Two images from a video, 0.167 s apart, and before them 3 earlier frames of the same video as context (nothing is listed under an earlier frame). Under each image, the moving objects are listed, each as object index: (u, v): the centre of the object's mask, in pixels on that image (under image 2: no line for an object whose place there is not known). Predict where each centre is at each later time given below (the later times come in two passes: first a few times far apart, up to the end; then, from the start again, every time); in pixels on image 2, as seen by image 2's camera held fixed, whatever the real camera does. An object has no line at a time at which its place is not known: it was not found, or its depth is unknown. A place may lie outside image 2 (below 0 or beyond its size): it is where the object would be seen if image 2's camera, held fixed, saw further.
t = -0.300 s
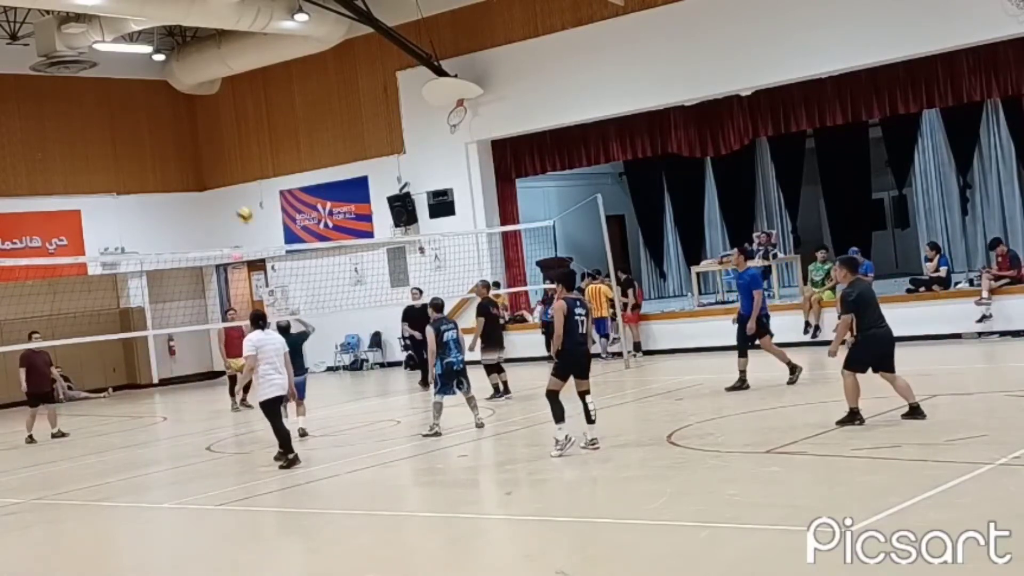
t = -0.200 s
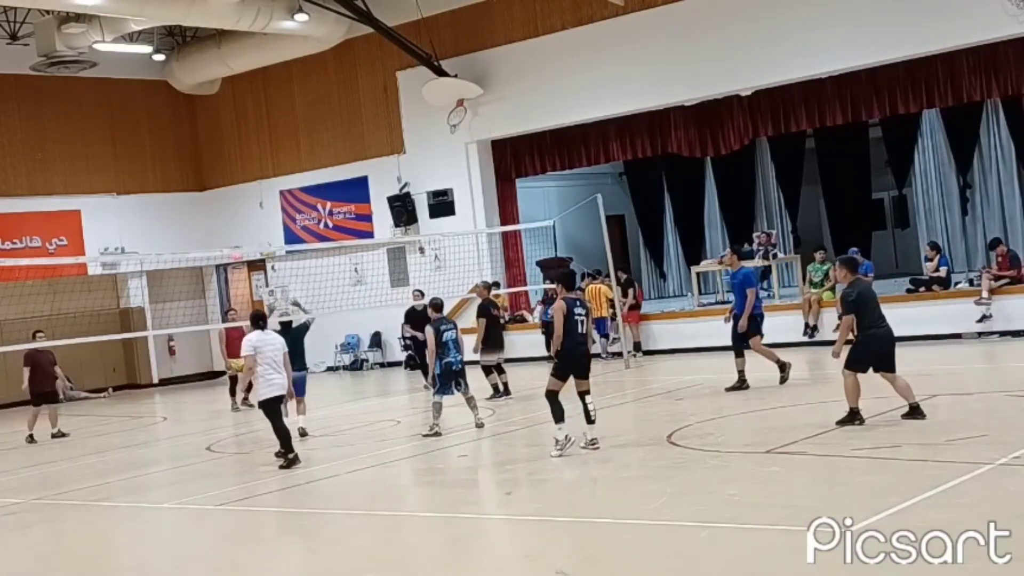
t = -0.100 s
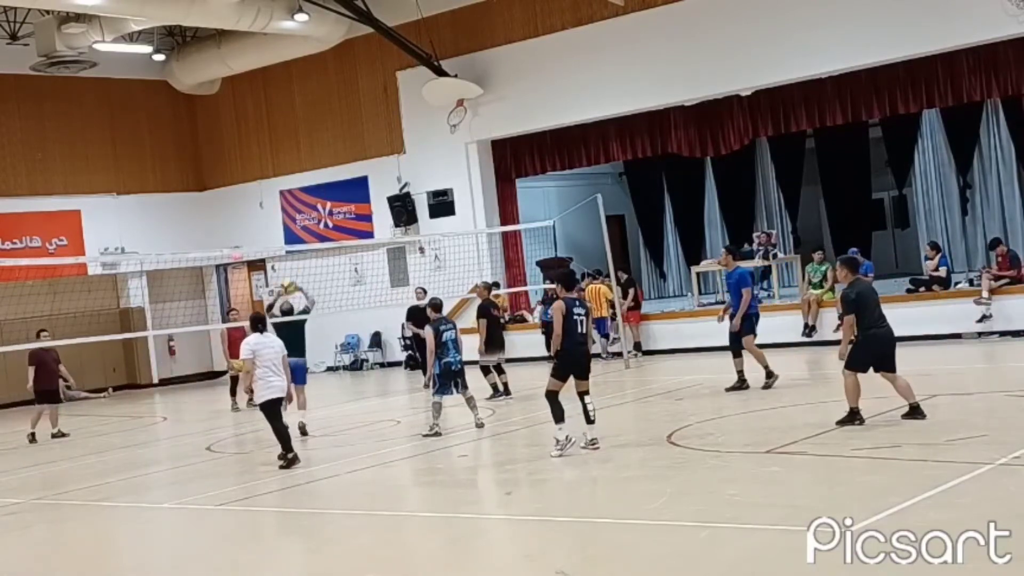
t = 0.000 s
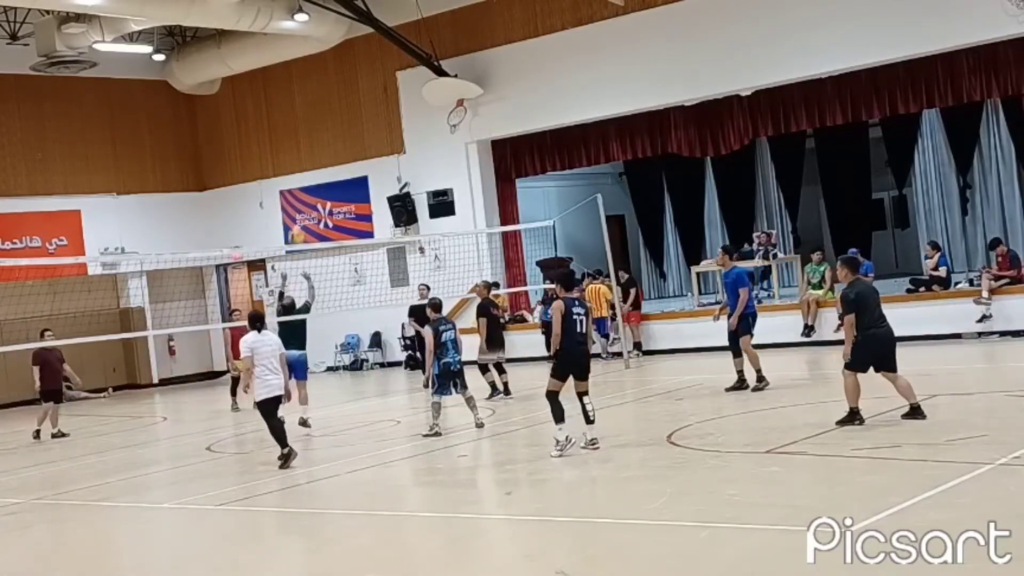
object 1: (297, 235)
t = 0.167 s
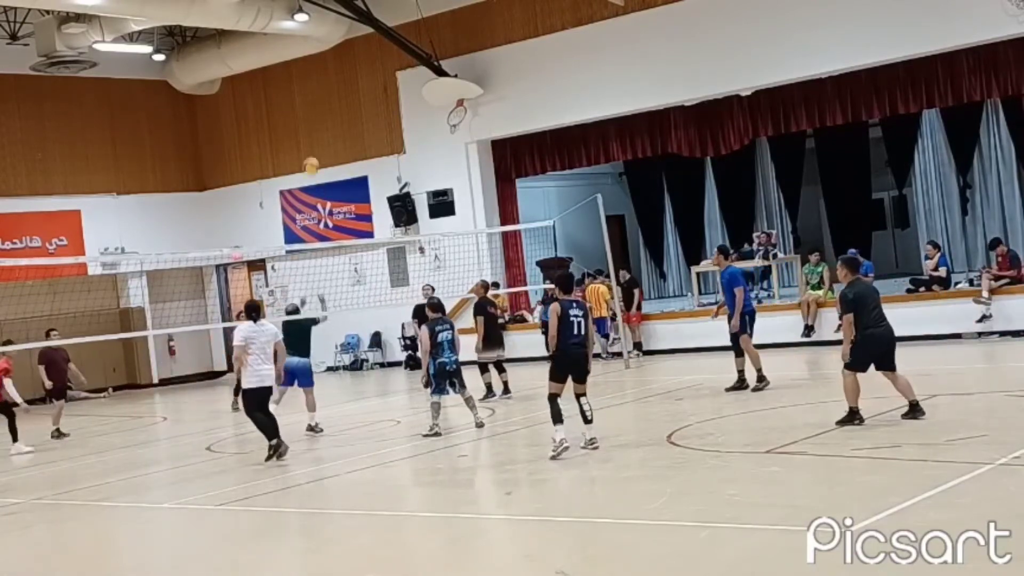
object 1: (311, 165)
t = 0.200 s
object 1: (314, 156)
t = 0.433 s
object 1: (337, 107)
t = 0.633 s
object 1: (360, 99)
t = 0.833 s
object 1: (384, 118)
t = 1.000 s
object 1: (404, 152)
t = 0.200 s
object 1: (314, 156)
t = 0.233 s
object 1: (317, 146)
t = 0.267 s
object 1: (320, 137)
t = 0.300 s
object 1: (324, 130)
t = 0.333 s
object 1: (327, 123)
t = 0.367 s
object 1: (330, 117)
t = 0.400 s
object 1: (334, 112)
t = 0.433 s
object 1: (337, 107)
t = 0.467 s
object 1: (341, 104)
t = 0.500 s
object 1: (345, 101)
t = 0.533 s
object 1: (349, 99)
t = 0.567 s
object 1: (352, 98)
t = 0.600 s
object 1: (356, 98)
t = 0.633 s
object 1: (360, 99)
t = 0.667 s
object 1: (364, 100)
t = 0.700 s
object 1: (368, 102)
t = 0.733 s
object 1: (372, 105)
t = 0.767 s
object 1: (376, 108)
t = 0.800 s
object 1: (380, 112)
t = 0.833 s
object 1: (384, 118)
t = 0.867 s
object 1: (388, 123)
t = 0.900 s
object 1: (393, 130)
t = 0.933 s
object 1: (396, 137)
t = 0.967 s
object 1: (400, 145)
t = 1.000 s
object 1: (404, 152)
